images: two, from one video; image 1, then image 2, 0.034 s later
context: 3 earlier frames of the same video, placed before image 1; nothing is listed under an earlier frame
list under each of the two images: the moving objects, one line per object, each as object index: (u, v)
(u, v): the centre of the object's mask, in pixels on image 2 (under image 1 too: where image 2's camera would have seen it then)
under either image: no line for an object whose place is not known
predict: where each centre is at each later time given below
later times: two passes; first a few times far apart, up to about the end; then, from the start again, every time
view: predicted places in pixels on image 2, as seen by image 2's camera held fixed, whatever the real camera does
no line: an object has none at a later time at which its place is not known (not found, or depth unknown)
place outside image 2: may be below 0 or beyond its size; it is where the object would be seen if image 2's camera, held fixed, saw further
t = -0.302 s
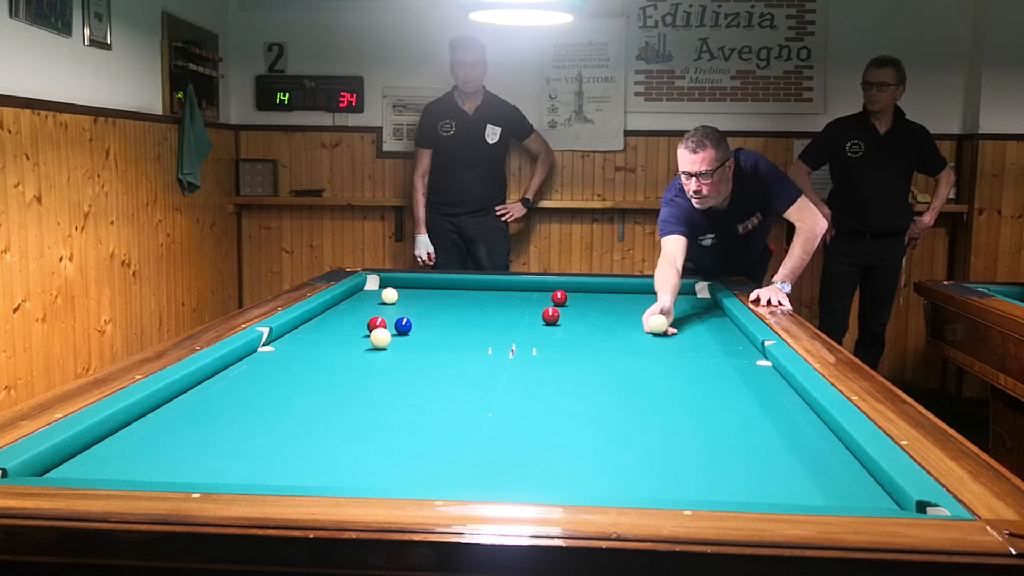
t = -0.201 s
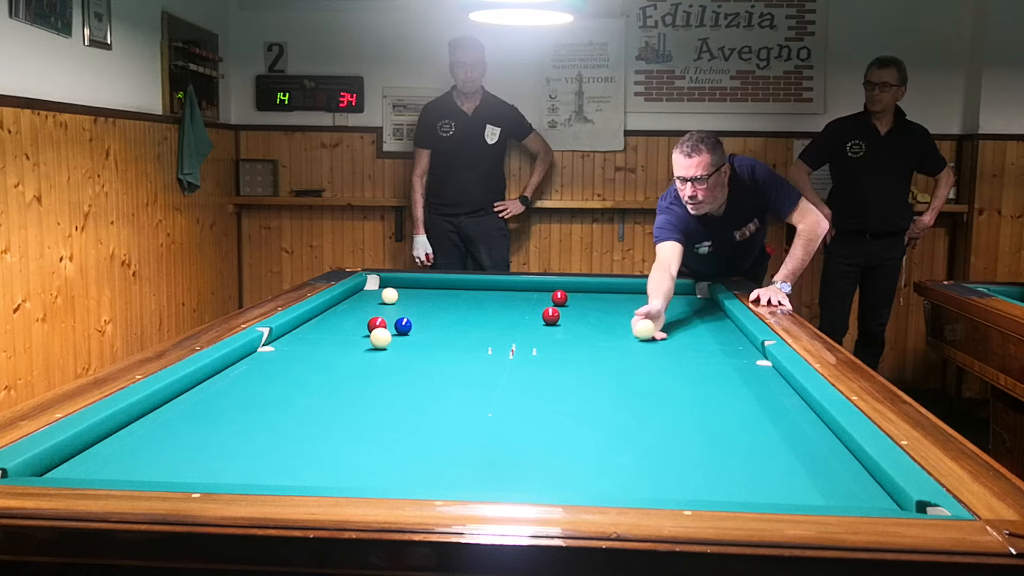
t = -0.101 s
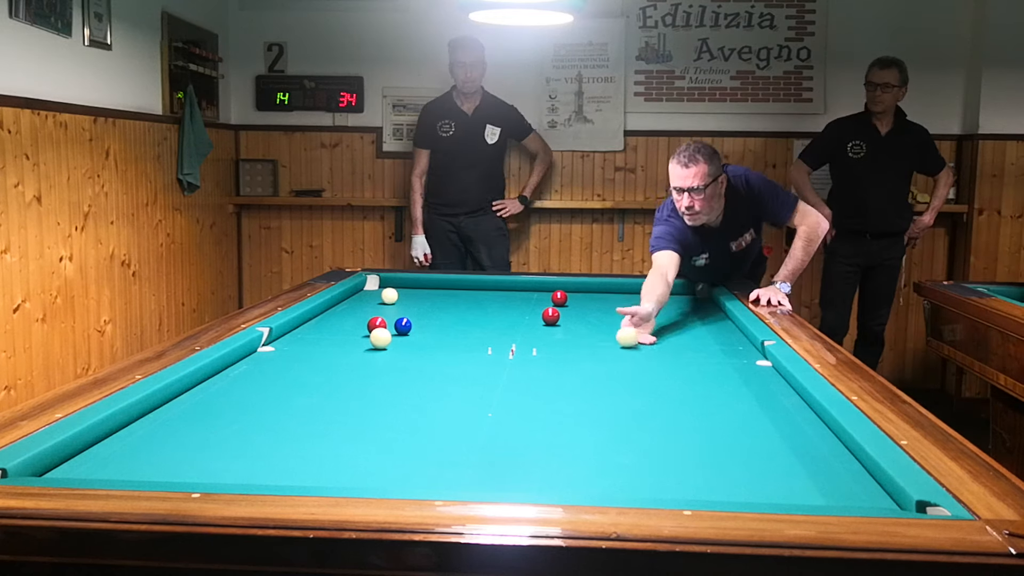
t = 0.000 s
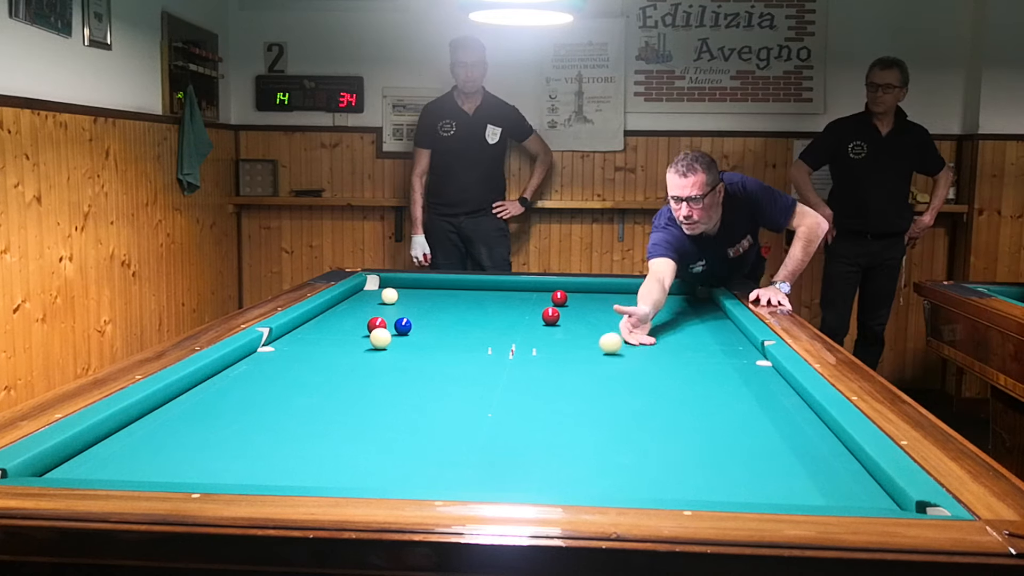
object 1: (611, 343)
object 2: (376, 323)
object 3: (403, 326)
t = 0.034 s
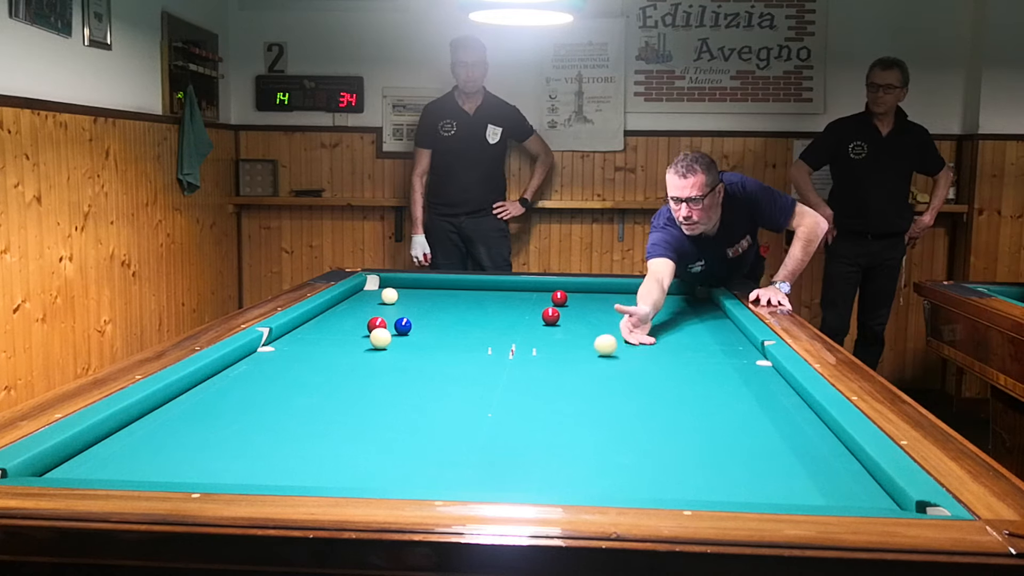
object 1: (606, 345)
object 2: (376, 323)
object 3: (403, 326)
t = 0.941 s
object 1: (426, 413)
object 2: (376, 323)
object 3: (403, 326)
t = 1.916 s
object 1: (205, 455)
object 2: (376, 323)
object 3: (403, 326)
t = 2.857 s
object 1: (187, 391)
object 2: (376, 323)
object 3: (403, 326)
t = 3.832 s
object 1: (286, 358)
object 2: (376, 323)
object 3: (403, 326)
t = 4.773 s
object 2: (376, 323)
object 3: (403, 326)
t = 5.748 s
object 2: (382, 317)
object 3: (405, 326)
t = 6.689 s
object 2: (392, 312)
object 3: (413, 324)
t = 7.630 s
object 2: (397, 308)
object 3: (413, 324)
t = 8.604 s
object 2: (401, 305)
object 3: (413, 324)
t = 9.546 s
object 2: (400, 304)
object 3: (413, 324)
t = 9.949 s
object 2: (401, 305)
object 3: (413, 324)
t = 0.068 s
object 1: (600, 347)
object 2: (376, 323)
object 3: (403, 326)
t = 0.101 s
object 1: (595, 349)
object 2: (376, 323)
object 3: (403, 326)
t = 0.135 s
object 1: (590, 350)
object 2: (376, 323)
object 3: (403, 326)
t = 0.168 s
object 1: (585, 353)
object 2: (376, 323)
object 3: (403, 326)
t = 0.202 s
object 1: (579, 355)
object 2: (376, 323)
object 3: (403, 326)
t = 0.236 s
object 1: (574, 357)
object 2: (376, 323)
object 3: (403, 326)
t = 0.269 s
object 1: (568, 359)
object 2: (376, 323)
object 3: (403, 326)
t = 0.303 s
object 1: (562, 361)
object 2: (376, 323)
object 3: (403, 326)
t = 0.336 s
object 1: (557, 363)
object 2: (376, 323)
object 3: (403, 326)
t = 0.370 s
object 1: (550, 365)
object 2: (376, 323)
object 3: (403, 326)
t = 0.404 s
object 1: (544, 368)
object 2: (376, 323)
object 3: (403, 326)
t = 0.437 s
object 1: (538, 370)
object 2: (376, 323)
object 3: (403, 326)
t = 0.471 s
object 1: (532, 372)
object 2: (376, 323)
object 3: (403, 326)
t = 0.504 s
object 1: (525, 375)
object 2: (376, 323)
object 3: (403, 326)
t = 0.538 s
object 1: (519, 377)
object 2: (376, 323)
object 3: (403, 326)
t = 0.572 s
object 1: (512, 380)
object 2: (376, 323)
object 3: (403, 326)
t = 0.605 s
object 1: (505, 383)
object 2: (376, 323)
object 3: (403, 326)
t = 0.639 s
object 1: (498, 385)
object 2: (376, 323)
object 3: (403, 326)
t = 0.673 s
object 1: (491, 388)
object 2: (376, 323)
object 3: (403, 326)
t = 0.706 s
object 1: (483, 391)
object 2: (376, 323)
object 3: (403, 326)
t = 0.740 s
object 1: (475, 394)
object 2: (376, 323)
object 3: (403, 326)
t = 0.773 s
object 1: (468, 397)
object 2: (376, 323)
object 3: (403, 326)
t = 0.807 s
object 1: (460, 400)
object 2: (376, 324)
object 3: (403, 326)
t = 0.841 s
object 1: (452, 403)
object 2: (376, 323)
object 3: (403, 326)
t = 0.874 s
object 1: (443, 406)
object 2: (376, 323)
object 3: (403, 326)
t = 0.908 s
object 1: (434, 409)
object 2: (376, 323)
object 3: (403, 326)
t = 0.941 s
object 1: (426, 413)
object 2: (376, 323)
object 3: (403, 326)
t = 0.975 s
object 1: (417, 416)
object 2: (376, 323)
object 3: (403, 326)
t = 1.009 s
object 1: (407, 420)
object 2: (376, 323)
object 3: (403, 326)
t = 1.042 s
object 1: (398, 423)
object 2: (376, 323)
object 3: (403, 326)
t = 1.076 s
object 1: (388, 427)
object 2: (376, 323)
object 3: (403, 326)
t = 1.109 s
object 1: (378, 431)
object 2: (376, 323)
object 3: (403, 326)
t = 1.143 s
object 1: (368, 435)
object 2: (376, 323)
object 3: (403, 326)
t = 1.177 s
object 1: (357, 439)
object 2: (376, 323)
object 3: (403, 326)
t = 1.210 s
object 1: (346, 443)
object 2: (376, 323)
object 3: (403, 326)
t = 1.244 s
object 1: (335, 447)
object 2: (376, 323)
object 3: (403, 326)
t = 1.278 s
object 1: (323, 452)
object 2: (376, 323)
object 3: (403, 326)
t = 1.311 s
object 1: (311, 456)
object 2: (376, 323)
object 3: (403, 326)
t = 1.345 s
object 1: (299, 461)
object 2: (376, 323)
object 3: (403, 326)
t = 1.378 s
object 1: (286, 466)
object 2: (376, 323)
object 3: (403, 326)
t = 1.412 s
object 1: (273, 469)
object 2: (376, 323)
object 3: (403, 326)
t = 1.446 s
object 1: (259, 471)
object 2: (376, 323)
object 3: (403, 326)
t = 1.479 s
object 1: (246, 474)
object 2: (376, 323)
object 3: (403, 326)
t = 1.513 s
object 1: (232, 477)
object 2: (376, 323)
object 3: (403, 326)
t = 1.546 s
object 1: (217, 479)
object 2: (376, 323)
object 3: (403, 326)
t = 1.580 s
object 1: (213, 478)
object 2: (376, 323)
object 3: (403, 326)
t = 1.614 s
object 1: (213, 476)
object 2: (376, 323)
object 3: (403, 326)
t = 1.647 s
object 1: (213, 474)
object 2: (376, 323)
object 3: (403, 326)
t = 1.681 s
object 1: (212, 472)
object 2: (376, 323)
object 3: (403, 326)
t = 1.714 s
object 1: (211, 470)
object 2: (376, 323)
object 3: (403, 326)
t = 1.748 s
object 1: (210, 468)
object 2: (376, 323)
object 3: (403, 326)
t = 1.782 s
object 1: (209, 466)
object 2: (376, 323)
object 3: (403, 326)
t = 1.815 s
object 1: (207, 464)
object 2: (376, 323)
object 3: (402, 326)
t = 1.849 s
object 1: (206, 461)
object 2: (376, 323)
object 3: (403, 326)
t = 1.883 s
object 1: (206, 458)
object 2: (376, 323)
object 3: (403, 326)
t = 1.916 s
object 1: (205, 455)
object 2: (376, 323)
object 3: (403, 326)
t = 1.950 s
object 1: (204, 452)
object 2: (376, 323)
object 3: (403, 326)
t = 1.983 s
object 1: (203, 449)
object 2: (376, 323)
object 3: (403, 326)
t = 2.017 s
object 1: (202, 446)
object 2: (376, 323)
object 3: (403, 326)
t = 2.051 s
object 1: (201, 443)
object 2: (376, 323)
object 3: (403, 326)
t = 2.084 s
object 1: (201, 441)
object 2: (376, 323)
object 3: (403, 326)
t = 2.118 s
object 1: (200, 438)
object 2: (376, 323)
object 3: (403, 326)
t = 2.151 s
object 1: (199, 435)
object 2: (376, 323)
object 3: (403, 326)
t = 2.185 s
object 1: (198, 433)
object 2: (376, 323)
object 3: (403, 326)
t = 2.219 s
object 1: (197, 430)
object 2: (376, 323)
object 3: (403, 326)
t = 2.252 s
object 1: (197, 428)
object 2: (376, 323)
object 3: (403, 326)
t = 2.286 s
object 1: (196, 426)
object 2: (376, 323)
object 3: (403, 326)
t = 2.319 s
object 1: (195, 423)
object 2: (376, 323)
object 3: (403, 326)
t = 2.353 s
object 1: (195, 421)
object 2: (376, 323)
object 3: (403, 326)
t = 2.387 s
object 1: (194, 419)
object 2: (376, 323)
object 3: (403, 326)
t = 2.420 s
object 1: (193, 416)
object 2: (376, 323)
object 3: (403, 326)
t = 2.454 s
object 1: (193, 414)
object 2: (376, 323)
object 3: (403, 326)
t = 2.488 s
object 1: (192, 412)
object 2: (376, 323)
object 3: (403, 326)
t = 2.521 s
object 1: (192, 410)
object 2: (376, 323)
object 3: (403, 326)
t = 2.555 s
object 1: (191, 408)
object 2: (376, 323)
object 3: (403, 326)
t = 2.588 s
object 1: (191, 406)
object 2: (376, 323)
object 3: (403, 326)
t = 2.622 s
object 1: (190, 404)
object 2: (376, 323)
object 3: (403, 326)
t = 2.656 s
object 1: (190, 402)
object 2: (376, 323)
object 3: (403, 326)
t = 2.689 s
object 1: (189, 400)
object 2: (376, 323)
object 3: (403, 326)
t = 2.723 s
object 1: (189, 398)
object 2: (376, 323)
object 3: (403, 326)
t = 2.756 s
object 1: (188, 396)
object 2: (376, 323)
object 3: (403, 326)
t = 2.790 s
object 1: (188, 394)
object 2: (376, 323)
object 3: (403, 326)
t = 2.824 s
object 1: (188, 393)
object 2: (376, 323)
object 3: (403, 326)
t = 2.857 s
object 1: (187, 391)
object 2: (376, 323)
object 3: (403, 326)
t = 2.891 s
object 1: (190, 389)
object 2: (376, 323)
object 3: (403, 326)
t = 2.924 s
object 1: (195, 388)
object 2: (376, 323)
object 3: (403, 326)
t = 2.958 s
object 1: (199, 387)
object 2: (376, 323)
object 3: (403, 326)
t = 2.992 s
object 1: (203, 385)
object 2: (376, 323)
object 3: (403, 326)
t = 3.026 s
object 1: (207, 384)
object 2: (376, 323)
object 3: (403, 326)
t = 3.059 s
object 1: (210, 383)
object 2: (376, 323)
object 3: (403, 326)
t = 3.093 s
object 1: (214, 381)
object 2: (376, 323)
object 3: (403, 326)
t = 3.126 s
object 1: (218, 380)
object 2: (376, 323)
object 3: (403, 326)
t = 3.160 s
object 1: (221, 379)
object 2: (376, 323)
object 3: (403, 326)
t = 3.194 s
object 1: (225, 378)
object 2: (376, 323)
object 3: (403, 326)
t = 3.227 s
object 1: (229, 377)
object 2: (376, 323)
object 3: (403, 326)
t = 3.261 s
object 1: (232, 375)
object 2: (376, 323)
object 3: (403, 326)
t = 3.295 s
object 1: (236, 374)
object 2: (376, 323)
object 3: (403, 326)
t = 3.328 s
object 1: (239, 373)
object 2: (376, 323)
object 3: (403, 326)
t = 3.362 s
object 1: (243, 372)
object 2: (376, 323)
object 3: (403, 326)
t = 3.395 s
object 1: (246, 371)
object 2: (376, 323)
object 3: (403, 326)
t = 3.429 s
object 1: (249, 370)
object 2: (376, 323)
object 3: (403, 326)
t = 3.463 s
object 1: (253, 369)
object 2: (376, 323)
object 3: (403, 326)
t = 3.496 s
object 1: (256, 368)
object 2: (376, 323)
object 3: (403, 326)
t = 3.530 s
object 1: (259, 366)
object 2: (376, 323)
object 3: (403, 326)
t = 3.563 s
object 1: (262, 365)
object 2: (376, 323)
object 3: (403, 326)
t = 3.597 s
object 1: (265, 364)
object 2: (376, 323)
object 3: (403, 326)
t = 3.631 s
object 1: (269, 363)
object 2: (376, 323)
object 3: (403, 326)
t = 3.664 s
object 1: (272, 362)
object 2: (376, 323)
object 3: (403, 326)
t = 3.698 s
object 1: (275, 362)
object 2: (376, 323)
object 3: (403, 326)
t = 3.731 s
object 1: (277, 361)
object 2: (376, 323)
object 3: (403, 326)
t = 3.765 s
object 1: (280, 360)
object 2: (376, 323)
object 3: (403, 326)
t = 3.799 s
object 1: (283, 359)
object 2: (376, 323)
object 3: (403, 326)
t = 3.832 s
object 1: (286, 358)
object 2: (376, 323)
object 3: (403, 326)
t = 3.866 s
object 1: (289, 357)
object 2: (376, 323)
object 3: (403, 326)
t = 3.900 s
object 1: (292, 356)
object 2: (376, 323)
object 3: (403, 326)
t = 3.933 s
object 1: (294, 355)
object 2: (376, 323)
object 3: (403, 326)
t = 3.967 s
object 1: (297, 354)
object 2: (376, 323)
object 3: (403, 326)
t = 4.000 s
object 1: (300, 353)
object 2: (376, 323)
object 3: (403, 326)
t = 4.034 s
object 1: (302, 352)
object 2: (376, 323)
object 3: (403, 326)
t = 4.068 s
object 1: (305, 351)
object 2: (376, 323)
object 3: (403, 326)
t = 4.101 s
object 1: (307, 351)
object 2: (376, 323)
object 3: (403, 326)
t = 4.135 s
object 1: (310, 350)
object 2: (376, 323)
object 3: (403, 326)
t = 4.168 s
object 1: (312, 349)
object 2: (376, 323)
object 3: (403, 326)
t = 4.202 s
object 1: (315, 348)
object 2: (376, 323)
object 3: (403, 326)
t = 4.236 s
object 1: (317, 347)
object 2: (376, 323)
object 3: (403, 326)
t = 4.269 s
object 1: (320, 346)
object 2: (376, 323)
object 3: (403, 326)
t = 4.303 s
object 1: (322, 346)
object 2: (376, 323)
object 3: (403, 326)
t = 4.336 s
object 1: (325, 345)
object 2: (376, 323)
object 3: (403, 326)
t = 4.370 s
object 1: (327, 344)
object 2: (376, 323)
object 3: (403, 326)
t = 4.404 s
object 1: (329, 343)
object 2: (376, 323)
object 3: (403, 326)
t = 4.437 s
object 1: (331, 343)
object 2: (376, 323)
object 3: (403, 326)
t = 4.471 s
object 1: (333, 342)
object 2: (376, 323)
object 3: (403, 326)
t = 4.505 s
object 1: (336, 341)
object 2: (376, 323)
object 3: (403, 326)
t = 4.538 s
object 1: (338, 341)
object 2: (376, 323)
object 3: (403, 326)
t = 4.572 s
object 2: (376, 323)
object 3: (403, 326)
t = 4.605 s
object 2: (376, 323)
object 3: (403, 326)
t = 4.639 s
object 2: (376, 323)
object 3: (403, 326)
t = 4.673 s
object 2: (376, 323)
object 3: (403, 326)
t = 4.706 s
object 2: (376, 323)
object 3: (403, 326)
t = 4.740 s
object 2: (376, 323)
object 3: (403, 326)
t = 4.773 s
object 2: (376, 323)
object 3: (403, 326)
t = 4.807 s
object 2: (376, 323)
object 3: (403, 326)
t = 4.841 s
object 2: (376, 323)
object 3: (403, 326)
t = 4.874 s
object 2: (376, 323)
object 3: (403, 326)
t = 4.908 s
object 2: (377, 323)
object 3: (403, 326)
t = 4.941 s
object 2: (377, 323)
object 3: (403, 326)
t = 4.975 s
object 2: (378, 322)
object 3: (403, 326)
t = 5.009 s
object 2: (378, 322)
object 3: (403, 326)
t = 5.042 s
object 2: (379, 322)
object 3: (403, 326)
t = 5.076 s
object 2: (380, 322)
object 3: (403, 326)
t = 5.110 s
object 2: (380, 322)
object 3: (403, 326)
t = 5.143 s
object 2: (381, 321)
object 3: (403, 326)
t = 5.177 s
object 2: (381, 321)
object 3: (403, 326)
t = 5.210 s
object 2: (381, 320)
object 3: (403, 326)
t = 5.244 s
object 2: (381, 320)
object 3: (403, 326)
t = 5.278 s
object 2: (381, 319)
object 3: (403, 326)
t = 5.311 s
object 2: (380, 318)
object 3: (403, 326)
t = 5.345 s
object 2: (380, 318)
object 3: (403, 326)
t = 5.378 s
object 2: (380, 318)
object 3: (403, 326)
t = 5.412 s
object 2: (379, 318)
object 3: (403, 326)
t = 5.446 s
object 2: (379, 318)
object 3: (403, 326)
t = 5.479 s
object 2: (379, 318)
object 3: (403, 326)
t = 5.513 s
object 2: (379, 318)
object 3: (403, 326)
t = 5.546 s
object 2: (380, 318)
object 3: (403, 326)
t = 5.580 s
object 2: (380, 318)
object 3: (403, 326)
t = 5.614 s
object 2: (380, 317)
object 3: (404, 326)
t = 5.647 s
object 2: (381, 317)
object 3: (404, 326)
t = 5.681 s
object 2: (381, 317)
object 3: (405, 326)
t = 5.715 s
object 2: (381, 317)
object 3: (405, 326)
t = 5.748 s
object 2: (382, 317)
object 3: (405, 326)
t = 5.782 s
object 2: (382, 317)
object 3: (406, 326)
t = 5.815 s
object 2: (383, 317)
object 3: (406, 326)
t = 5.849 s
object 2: (383, 317)
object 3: (407, 326)
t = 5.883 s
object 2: (384, 316)
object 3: (407, 325)
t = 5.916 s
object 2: (384, 316)
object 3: (407, 325)
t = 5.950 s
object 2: (385, 316)
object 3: (408, 325)
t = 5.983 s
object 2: (385, 316)
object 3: (408, 325)
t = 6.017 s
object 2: (385, 316)
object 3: (409, 325)
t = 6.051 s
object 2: (386, 316)
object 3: (409, 325)
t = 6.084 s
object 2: (386, 315)
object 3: (409, 325)
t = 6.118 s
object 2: (387, 315)
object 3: (410, 325)
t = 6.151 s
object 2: (387, 315)
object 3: (410, 325)
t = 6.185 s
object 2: (387, 315)
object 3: (410, 325)
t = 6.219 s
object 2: (388, 315)
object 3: (411, 324)
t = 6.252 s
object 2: (388, 314)
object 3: (411, 324)
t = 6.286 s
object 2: (388, 314)
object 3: (411, 324)
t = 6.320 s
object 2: (389, 314)
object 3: (411, 324)
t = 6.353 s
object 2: (389, 314)
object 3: (411, 324)
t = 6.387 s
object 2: (389, 314)
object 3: (412, 324)
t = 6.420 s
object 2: (390, 313)
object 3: (412, 324)
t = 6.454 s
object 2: (390, 313)
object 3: (412, 324)
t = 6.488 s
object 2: (390, 313)
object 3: (412, 324)
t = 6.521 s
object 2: (391, 313)
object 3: (412, 324)
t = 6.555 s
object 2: (391, 313)
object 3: (413, 324)
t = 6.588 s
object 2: (391, 312)
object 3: (413, 324)
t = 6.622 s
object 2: (391, 312)
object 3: (413, 324)
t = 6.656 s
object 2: (392, 312)
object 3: (413, 324)
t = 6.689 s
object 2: (392, 312)
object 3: (413, 324)
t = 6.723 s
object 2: (392, 312)
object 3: (413, 324)
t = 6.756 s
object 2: (393, 311)
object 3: (413, 324)
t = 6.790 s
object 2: (393, 311)
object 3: (413, 324)
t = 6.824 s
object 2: (393, 311)
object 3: (413, 324)
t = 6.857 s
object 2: (393, 311)
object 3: (413, 324)
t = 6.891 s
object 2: (393, 311)
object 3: (413, 324)
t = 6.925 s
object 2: (394, 310)
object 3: (413, 324)
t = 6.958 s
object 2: (394, 310)
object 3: (413, 324)
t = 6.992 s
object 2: (394, 310)
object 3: (413, 324)
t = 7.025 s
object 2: (394, 310)
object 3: (413, 324)
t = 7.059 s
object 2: (395, 310)
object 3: (413, 324)
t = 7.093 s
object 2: (395, 310)
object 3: (413, 324)
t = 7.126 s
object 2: (395, 310)
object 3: (413, 324)
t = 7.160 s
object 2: (395, 309)
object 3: (413, 324)
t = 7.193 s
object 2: (395, 309)
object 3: (413, 324)
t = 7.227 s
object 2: (395, 309)
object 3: (413, 324)
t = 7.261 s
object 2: (396, 309)
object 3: (413, 324)
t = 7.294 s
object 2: (396, 309)
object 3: (413, 324)
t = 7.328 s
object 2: (396, 309)
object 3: (413, 324)
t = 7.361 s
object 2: (396, 309)
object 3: (413, 324)
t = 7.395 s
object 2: (396, 309)
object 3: (413, 324)
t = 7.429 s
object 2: (396, 308)
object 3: (413, 324)
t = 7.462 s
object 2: (396, 308)
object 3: (413, 324)
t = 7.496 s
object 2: (397, 308)
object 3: (413, 324)
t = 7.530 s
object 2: (397, 308)
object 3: (413, 324)
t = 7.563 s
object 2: (397, 308)
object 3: (413, 324)
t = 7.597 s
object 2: (397, 308)
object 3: (413, 324)
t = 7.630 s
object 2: (397, 308)
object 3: (413, 324)
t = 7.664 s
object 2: (398, 308)
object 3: (413, 324)
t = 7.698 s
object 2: (398, 308)
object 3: (413, 324)
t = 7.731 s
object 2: (398, 307)
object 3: (413, 324)
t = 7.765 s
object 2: (398, 307)
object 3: (413, 324)
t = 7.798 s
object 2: (398, 307)
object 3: (413, 324)
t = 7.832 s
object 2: (399, 307)
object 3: (413, 324)
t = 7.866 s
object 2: (399, 307)
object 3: (413, 324)
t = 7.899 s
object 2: (399, 307)
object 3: (413, 324)
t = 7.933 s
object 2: (399, 307)
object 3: (413, 324)
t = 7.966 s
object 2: (399, 307)
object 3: (413, 324)
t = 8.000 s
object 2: (400, 307)
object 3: (413, 324)
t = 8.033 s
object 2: (400, 307)
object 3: (413, 324)
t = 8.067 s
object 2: (400, 306)
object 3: (413, 324)
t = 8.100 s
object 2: (400, 306)
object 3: (413, 324)
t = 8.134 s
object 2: (400, 306)
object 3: (413, 324)
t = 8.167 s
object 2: (400, 306)
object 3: (413, 324)
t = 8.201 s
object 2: (400, 306)
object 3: (413, 324)
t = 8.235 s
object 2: (400, 306)
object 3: (413, 324)
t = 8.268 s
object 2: (400, 306)
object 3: (413, 324)
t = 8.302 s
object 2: (401, 306)
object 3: (413, 324)
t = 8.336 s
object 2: (401, 306)
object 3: (413, 324)
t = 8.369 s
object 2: (401, 306)
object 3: (413, 324)
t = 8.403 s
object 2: (401, 305)
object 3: (413, 324)
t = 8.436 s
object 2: (401, 305)
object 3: (413, 324)
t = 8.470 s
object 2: (401, 305)
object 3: (413, 324)
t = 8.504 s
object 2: (401, 305)
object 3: (413, 324)
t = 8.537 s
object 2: (401, 305)
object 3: (413, 324)
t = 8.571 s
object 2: (401, 305)
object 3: (413, 324)
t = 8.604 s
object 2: (401, 305)
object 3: (413, 324)
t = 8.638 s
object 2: (401, 305)
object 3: (413, 324)
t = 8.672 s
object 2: (401, 305)
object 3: (413, 324)
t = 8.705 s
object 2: (401, 305)
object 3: (413, 324)
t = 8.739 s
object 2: (401, 305)
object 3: (413, 324)
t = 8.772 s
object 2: (401, 305)
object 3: (413, 324)
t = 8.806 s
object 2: (401, 305)
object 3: (413, 324)
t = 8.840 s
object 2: (401, 305)
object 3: (413, 324)
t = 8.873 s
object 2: (401, 305)
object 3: (413, 323)
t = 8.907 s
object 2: (401, 305)
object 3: (413, 324)
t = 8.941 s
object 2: (401, 305)
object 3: (413, 324)
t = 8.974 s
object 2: (401, 305)
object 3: (413, 324)
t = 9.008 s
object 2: (401, 305)
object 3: (413, 324)
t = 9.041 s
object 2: (401, 305)
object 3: (413, 324)
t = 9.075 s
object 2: (401, 305)
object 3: (413, 324)
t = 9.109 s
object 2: (401, 305)
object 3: (413, 324)
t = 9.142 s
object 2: (401, 305)
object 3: (413, 324)
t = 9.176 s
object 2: (401, 305)
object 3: (413, 324)
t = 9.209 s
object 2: (401, 305)
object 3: (413, 324)
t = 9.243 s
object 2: (401, 305)
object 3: (413, 324)
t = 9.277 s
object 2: (401, 305)
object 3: (413, 324)
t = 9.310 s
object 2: (400, 305)
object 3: (413, 324)
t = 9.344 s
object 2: (400, 304)
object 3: (413, 324)
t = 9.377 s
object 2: (400, 304)
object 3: (413, 324)
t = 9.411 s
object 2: (400, 305)
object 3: (413, 324)
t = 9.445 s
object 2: (400, 305)
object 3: (413, 324)
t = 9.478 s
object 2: (400, 304)
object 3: (413, 324)
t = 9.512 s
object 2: (400, 304)
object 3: (413, 324)
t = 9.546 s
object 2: (400, 304)
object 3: (413, 324)
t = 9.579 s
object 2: (400, 304)
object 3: (413, 324)
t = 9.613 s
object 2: (400, 305)
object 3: (413, 324)
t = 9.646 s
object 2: (400, 304)
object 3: (413, 324)
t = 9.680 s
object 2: (400, 304)
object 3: (413, 324)
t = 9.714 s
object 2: (400, 304)
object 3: (413, 324)
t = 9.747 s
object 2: (400, 305)
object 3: (413, 324)
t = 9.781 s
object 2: (400, 305)
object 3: (413, 324)
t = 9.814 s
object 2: (400, 304)
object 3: (413, 324)
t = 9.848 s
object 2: (400, 305)
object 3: (413, 324)
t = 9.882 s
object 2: (400, 304)
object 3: (413, 324)
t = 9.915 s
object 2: (400, 304)
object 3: (413, 324)
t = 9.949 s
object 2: (401, 305)
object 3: (413, 324)
